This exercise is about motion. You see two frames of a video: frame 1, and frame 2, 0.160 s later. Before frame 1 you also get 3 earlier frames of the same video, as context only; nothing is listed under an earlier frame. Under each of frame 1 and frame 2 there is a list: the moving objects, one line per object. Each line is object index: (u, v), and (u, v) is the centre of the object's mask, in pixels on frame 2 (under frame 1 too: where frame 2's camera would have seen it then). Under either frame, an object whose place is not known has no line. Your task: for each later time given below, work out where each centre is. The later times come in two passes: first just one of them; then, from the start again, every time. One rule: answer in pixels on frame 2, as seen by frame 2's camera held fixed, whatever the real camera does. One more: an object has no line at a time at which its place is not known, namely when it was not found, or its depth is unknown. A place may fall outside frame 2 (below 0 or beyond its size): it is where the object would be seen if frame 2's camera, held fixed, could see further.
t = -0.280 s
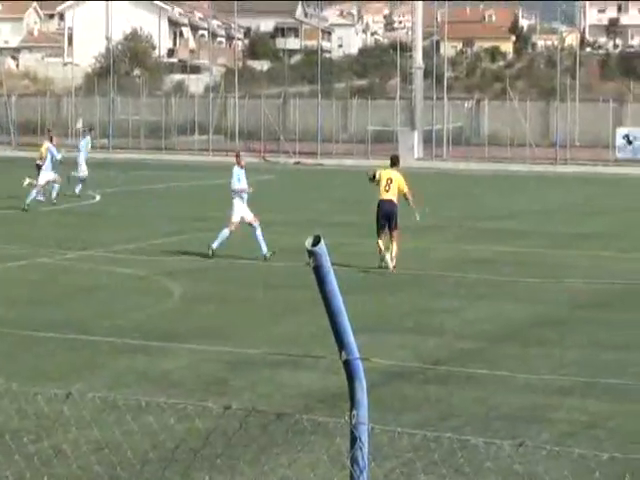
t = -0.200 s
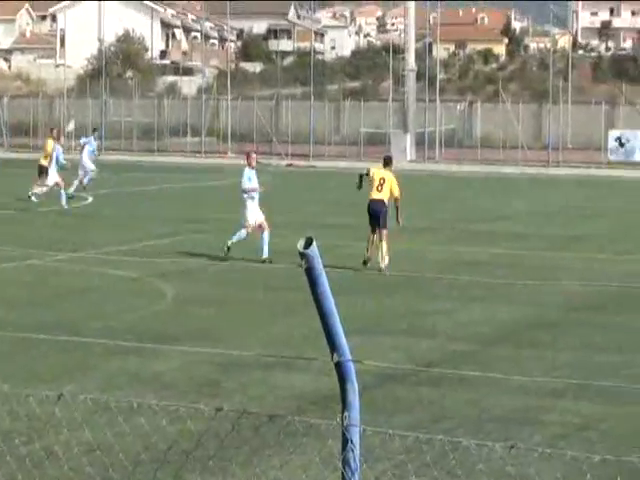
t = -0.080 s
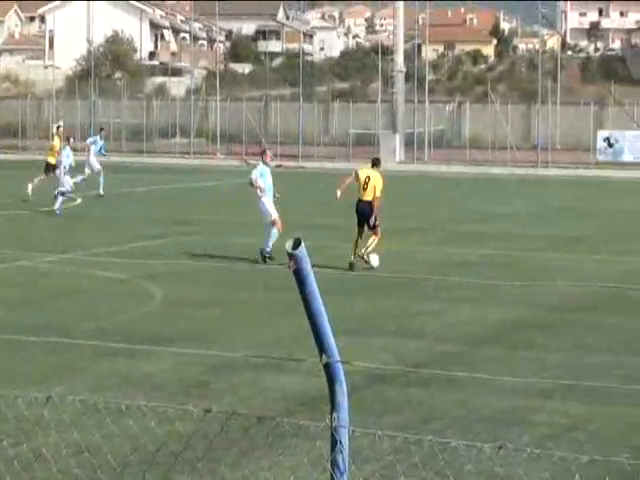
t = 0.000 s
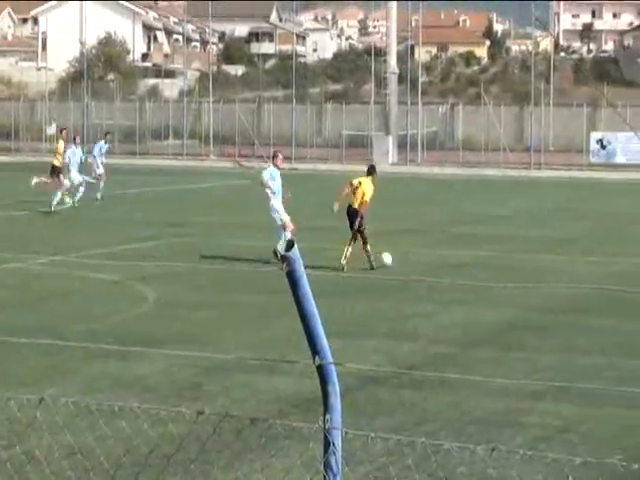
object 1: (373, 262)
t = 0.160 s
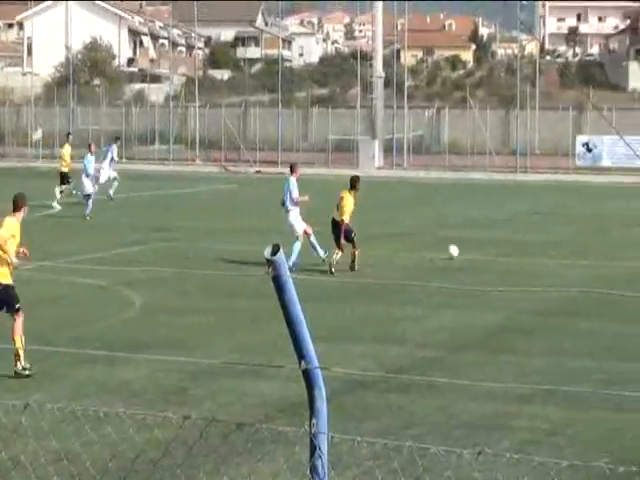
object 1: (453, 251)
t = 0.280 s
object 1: (502, 243)
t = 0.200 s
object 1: (470, 248)
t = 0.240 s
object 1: (486, 246)
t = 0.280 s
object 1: (502, 243)
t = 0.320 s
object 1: (515, 241)
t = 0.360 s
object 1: (529, 239)
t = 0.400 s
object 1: (540, 238)
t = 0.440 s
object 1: (551, 235)
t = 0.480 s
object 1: (563, 234)
